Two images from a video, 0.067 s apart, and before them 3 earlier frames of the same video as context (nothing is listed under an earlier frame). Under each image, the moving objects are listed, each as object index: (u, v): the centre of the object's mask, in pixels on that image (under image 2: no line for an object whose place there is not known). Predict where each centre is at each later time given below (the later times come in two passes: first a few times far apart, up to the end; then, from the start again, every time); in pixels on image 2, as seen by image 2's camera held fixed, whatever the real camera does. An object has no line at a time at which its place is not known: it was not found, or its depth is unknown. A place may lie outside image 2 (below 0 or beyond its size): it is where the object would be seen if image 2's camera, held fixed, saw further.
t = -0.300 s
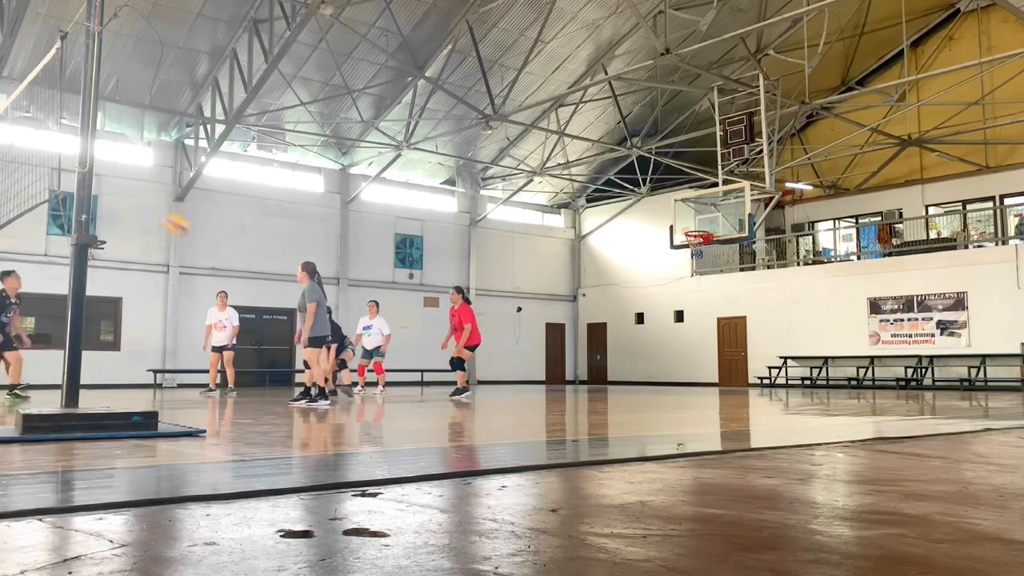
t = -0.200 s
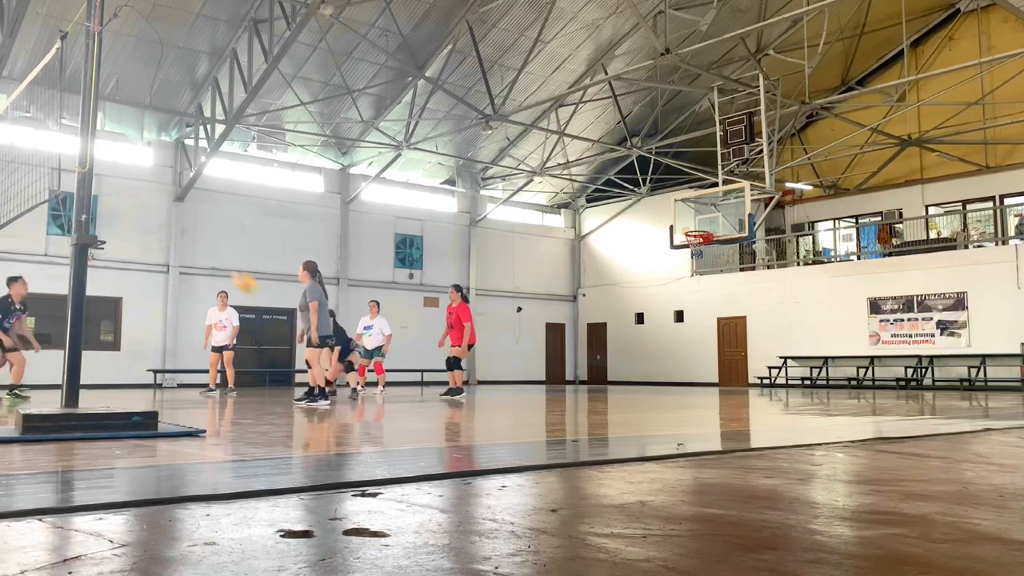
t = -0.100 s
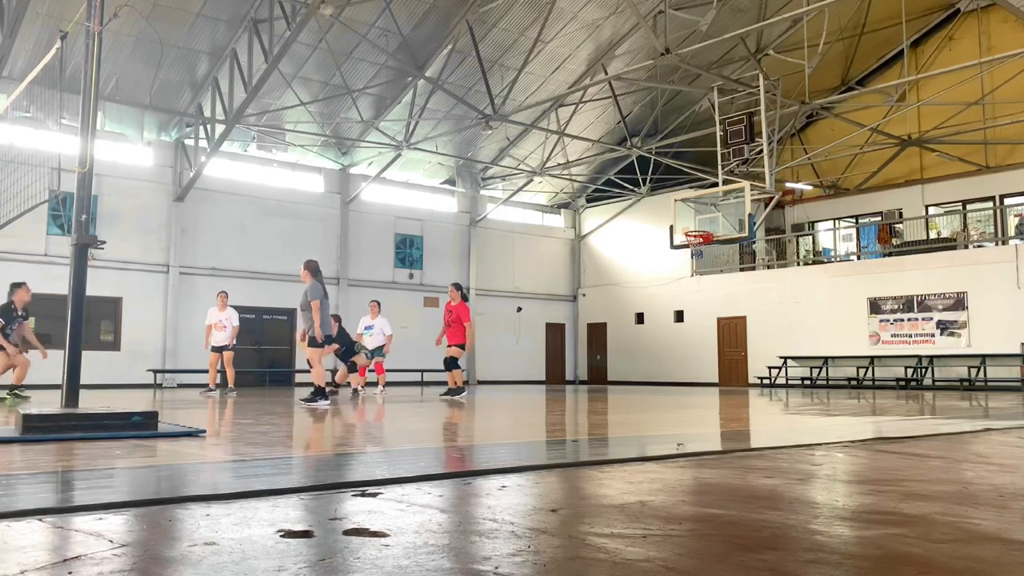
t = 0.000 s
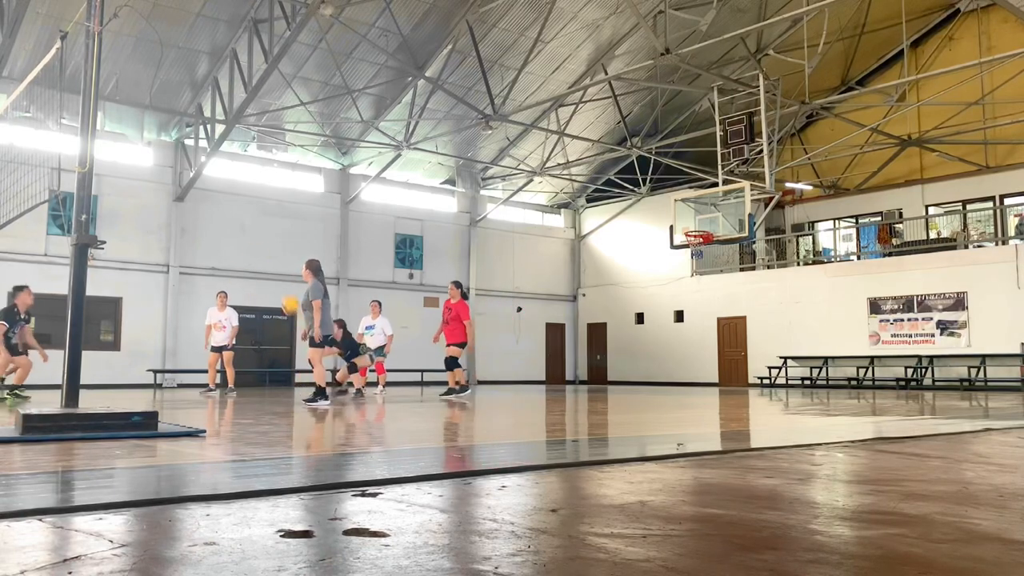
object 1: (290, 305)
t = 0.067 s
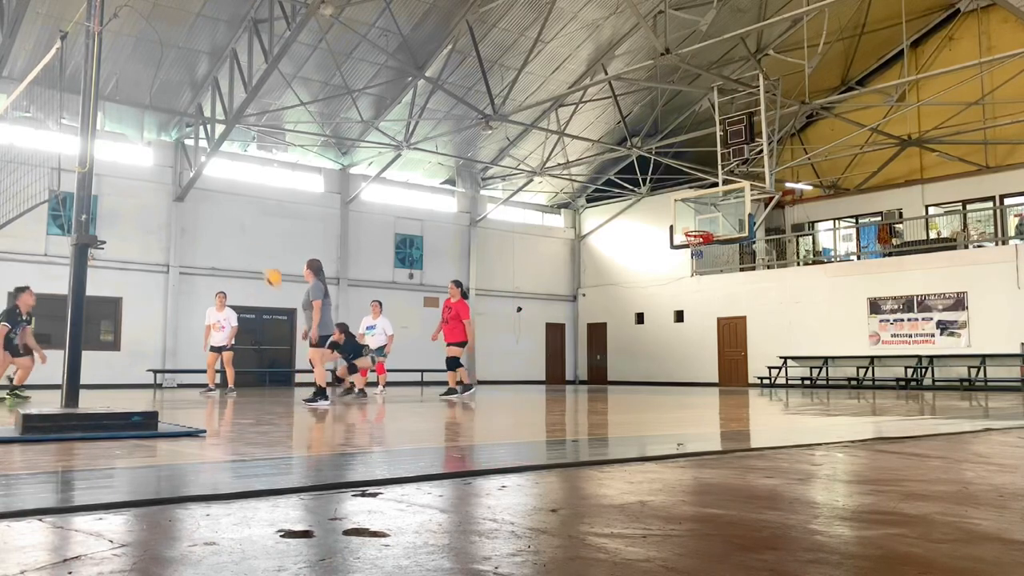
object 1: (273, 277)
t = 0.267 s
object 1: (224, 215)
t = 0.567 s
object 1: (151, 186)
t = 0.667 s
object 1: (127, 190)
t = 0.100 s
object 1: (265, 264)
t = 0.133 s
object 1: (256, 253)
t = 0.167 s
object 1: (248, 241)
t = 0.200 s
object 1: (240, 232)
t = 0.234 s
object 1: (232, 223)
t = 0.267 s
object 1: (224, 215)
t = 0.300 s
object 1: (215, 209)
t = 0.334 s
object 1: (207, 203)
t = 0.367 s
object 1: (198, 197)
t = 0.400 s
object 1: (190, 194)
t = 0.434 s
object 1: (183, 190)
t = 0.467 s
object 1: (175, 188)
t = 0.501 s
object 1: (166, 186)
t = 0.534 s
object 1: (159, 186)
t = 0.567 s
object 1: (151, 186)
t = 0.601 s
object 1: (143, 186)
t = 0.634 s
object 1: (136, 188)
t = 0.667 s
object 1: (127, 190)
